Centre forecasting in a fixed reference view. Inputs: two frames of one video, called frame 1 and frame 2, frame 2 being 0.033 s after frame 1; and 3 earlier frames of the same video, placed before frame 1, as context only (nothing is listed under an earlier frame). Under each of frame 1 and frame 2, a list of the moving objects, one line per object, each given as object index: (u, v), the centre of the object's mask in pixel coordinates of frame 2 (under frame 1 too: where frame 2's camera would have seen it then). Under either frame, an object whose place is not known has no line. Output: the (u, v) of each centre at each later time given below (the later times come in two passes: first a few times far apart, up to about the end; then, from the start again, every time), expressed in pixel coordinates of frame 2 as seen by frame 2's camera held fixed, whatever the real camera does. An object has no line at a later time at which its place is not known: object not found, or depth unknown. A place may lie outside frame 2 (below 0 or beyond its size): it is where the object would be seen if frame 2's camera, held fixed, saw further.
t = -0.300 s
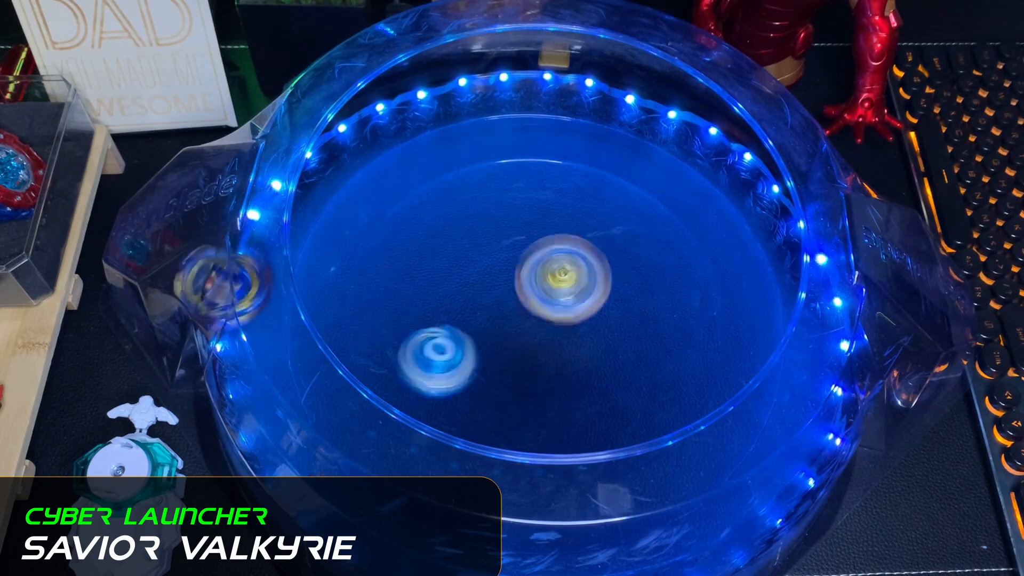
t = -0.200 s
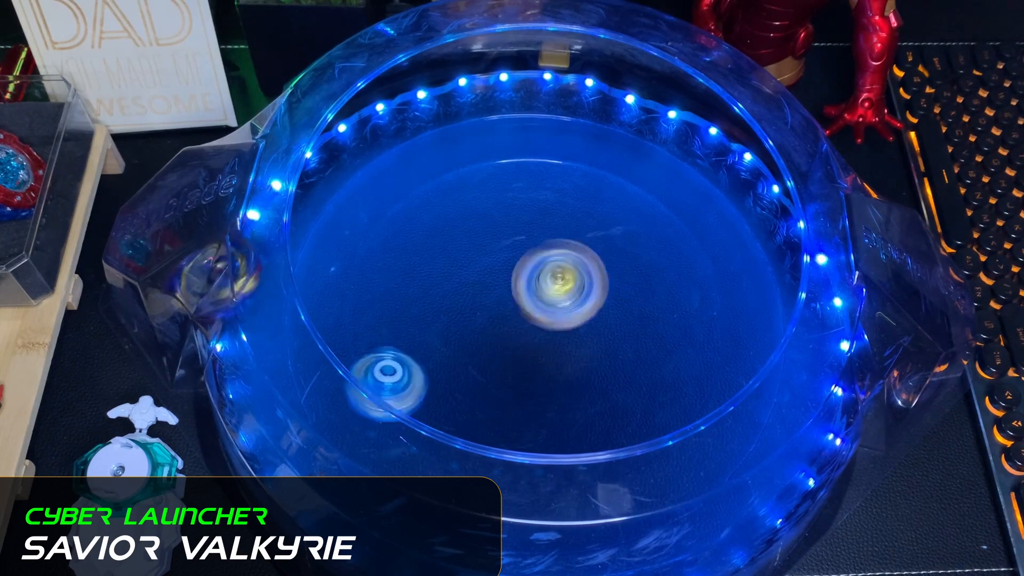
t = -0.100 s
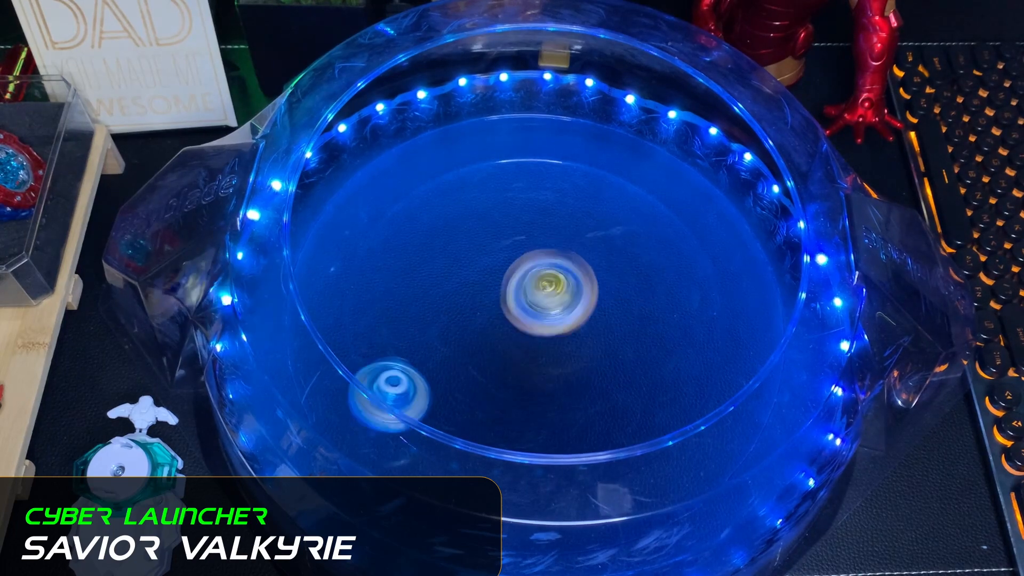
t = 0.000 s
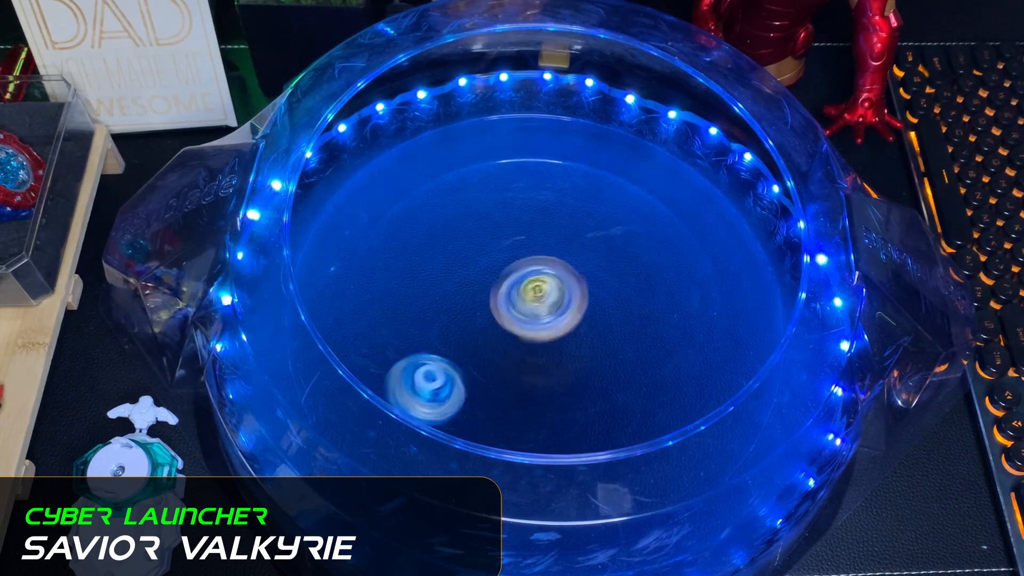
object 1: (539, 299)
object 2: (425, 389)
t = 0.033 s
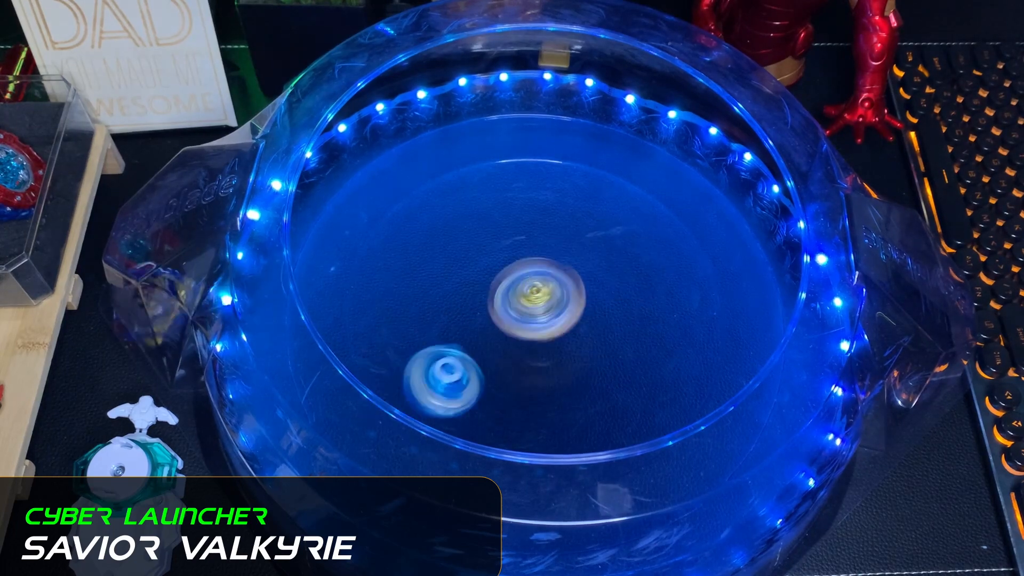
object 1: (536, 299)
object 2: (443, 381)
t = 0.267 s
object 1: (585, 258)
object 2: (478, 374)
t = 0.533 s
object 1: (604, 291)
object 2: (461, 289)
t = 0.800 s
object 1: (519, 342)
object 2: (466, 285)
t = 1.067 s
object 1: (537, 381)
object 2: (562, 190)
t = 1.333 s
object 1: (577, 325)
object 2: (619, 261)
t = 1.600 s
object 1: (503, 323)
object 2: (642, 290)
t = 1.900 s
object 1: (501, 298)
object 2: (571, 348)
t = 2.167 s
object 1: (554, 277)
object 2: (563, 348)
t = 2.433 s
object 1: (566, 282)
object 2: (552, 351)
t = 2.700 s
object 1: (556, 283)
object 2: (552, 351)
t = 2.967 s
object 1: (545, 287)
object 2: (552, 351)
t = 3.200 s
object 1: (540, 287)
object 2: (552, 351)
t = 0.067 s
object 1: (534, 301)
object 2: (461, 371)
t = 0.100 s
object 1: (534, 301)
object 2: (478, 361)
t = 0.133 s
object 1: (547, 290)
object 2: (472, 367)
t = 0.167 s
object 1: (562, 277)
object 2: (465, 374)
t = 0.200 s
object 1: (574, 267)
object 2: (464, 377)
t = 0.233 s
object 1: (582, 260)
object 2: (468, 377)
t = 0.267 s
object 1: (585, 258)
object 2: (478, 374)
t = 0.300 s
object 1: (586, 259)
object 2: (489, 367)
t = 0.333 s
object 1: (585, 262)
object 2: (502, 358)
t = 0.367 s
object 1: (582, 266)
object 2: (513, 348)
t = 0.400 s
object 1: (578, 271)
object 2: (523, 337)
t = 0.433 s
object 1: (586, 276)
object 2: (513, 329)
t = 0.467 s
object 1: (595, 278)
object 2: (494, 317)
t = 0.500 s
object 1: (601, 285)
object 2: (474, 304)
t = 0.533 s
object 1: (604, 291)
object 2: (461, 289)
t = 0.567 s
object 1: (602, 297)
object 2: (446, 281)
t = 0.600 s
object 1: (597, 305)
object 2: (441, 273)
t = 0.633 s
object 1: (588, 313)
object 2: (438, 268)
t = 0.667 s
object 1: (577, 320)
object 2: (440, 266)
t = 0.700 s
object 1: (563, 327)
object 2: (444, 267)
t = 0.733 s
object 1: (549, 333)
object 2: (451, 272)
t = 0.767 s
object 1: (533, 337)
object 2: (458, 280)
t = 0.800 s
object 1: (519, 342)
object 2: (466, 285)
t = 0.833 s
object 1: (508, 352)
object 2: (477, 275)
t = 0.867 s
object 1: (503, 368)
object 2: (490, 249)
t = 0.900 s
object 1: (502, 380)
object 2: (503, 230)
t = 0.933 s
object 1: (505, 388)
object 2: (515, 213)
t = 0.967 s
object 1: (510, 390)
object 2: (528, 201)
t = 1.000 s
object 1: (518, 389)
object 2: (540, 193)
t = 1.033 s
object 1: (527, 386)
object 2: (552, 189)
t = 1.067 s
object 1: (537, 381)
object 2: (562, 190)
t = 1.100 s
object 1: (548, 374)
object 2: (571, 195)
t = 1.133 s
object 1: (558, 365)
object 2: (578, 203)
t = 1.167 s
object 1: (569, 355)
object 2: (585, 214)
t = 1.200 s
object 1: (578, 344)
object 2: (590, 228)
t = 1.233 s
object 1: (586, 332)
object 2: (594, 244)
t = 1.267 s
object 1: (590, 324)
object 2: (599, 253)
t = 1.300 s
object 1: (586, 324)
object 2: (608, 258)
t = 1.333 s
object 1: (577, 325)
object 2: (619, 261)
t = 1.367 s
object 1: (562, 327)
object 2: (631, 262)
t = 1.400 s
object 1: (549, 326)
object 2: (640, 262)
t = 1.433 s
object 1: (539, 325)
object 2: (648, 268)
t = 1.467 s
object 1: (529, 325)
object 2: (654, 274)
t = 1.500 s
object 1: (520, 325)
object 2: (657, 273)
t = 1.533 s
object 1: (512, 324)
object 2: (655, 277)
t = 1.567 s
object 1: (507, 323)
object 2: (650, 282)
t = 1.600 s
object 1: (503, 323)
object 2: (642, 290)
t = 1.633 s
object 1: (500, 322)
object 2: (630, 293)
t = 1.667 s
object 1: (499, 321)
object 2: (618, 305)
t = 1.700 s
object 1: (501, 319)
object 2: (603, 313)
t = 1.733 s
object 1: (505, 320)
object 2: (586, 321)
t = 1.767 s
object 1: (506, 319)
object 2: (572, 325)
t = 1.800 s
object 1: (500, 314)
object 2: (572, 333)
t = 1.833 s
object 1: (497, 306)
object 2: (573, 339)
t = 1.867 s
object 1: (498, 301)
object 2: (573, 345)
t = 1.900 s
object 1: (501, 298)
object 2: (571, 348)
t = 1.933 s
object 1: (507, 297)
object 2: (569, 348)
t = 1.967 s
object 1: (512, 295)
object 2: (567, 347)
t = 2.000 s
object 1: (518, 290)
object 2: (566, 347)
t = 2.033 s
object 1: (527, 284)
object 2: (565, 349)
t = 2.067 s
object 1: (536, 281)
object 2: (564, 349)
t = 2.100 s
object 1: (542, 278)
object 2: (564, 349)
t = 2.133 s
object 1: (548, 276)
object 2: (563, 348)
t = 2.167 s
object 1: (554, 277)
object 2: (563, 348)
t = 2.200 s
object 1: (558, 277)
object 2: (562, 347)
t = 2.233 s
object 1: (560, 278)
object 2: (562, 347)
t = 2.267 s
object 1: (563, 279)
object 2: (561, 348)
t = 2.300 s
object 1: (565, 280)
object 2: (558, 350)
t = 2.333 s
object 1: (567, 282)
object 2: (556, 350)
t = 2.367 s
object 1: (567, 282)
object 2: (554, 351)
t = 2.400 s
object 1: (567, 282)
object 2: (553, 351)
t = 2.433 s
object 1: (566, 282)
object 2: (552, 351)
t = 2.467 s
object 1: (565, 282)
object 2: (552, 350)
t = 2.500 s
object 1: (564, 282)
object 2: (552, 351)
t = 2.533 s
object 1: (562, 282)
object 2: (552, 351)
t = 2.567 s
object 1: (561, 282)
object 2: (552, 351)
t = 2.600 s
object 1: (560, 282)
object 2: (552, 351)
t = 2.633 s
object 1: (559, 283)
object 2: (552, 350)
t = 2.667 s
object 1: (557, 283)
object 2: (552, 351)
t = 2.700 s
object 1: (556, 283)
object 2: (552, 351)
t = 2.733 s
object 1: (554, 284)
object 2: (552, 350)
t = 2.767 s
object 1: (552, 285)
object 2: (552, 350)
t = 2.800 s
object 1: (551, 285)
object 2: (552, 351)
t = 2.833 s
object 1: (550, 286)
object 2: (552, 351)
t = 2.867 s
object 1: (549, 286)
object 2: (552, 351)
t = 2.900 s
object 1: (548, 286)
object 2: (552, 351)
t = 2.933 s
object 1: (547, 287)
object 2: (552, 351)
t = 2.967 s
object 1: (545, 287)
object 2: (552, 351)
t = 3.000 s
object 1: (544, 287)
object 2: (552, 351)
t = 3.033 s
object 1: (543, 287)
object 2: (552, 351)
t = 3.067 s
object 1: (542, 287)
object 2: (552, 351)
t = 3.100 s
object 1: (541, 287)
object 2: (552, 351)
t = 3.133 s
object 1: (540, 287)
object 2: (552, 351)
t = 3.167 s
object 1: (540, 287)
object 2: (552, 351)
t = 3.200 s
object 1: (540, 287)
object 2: (552, 351)
